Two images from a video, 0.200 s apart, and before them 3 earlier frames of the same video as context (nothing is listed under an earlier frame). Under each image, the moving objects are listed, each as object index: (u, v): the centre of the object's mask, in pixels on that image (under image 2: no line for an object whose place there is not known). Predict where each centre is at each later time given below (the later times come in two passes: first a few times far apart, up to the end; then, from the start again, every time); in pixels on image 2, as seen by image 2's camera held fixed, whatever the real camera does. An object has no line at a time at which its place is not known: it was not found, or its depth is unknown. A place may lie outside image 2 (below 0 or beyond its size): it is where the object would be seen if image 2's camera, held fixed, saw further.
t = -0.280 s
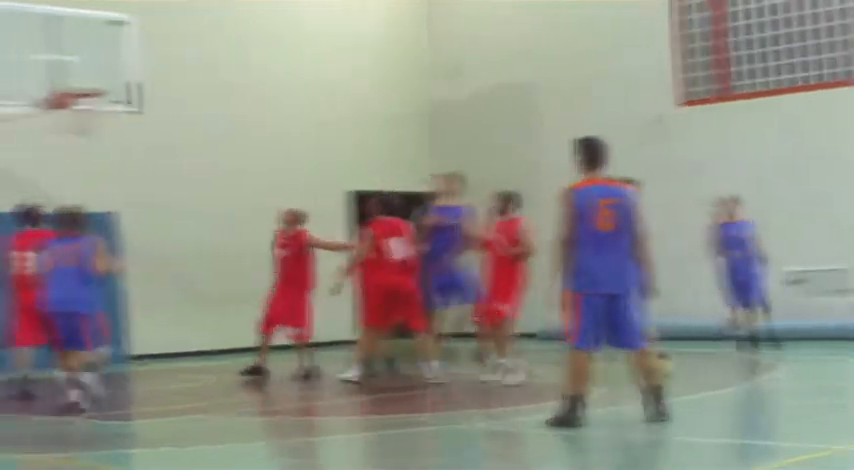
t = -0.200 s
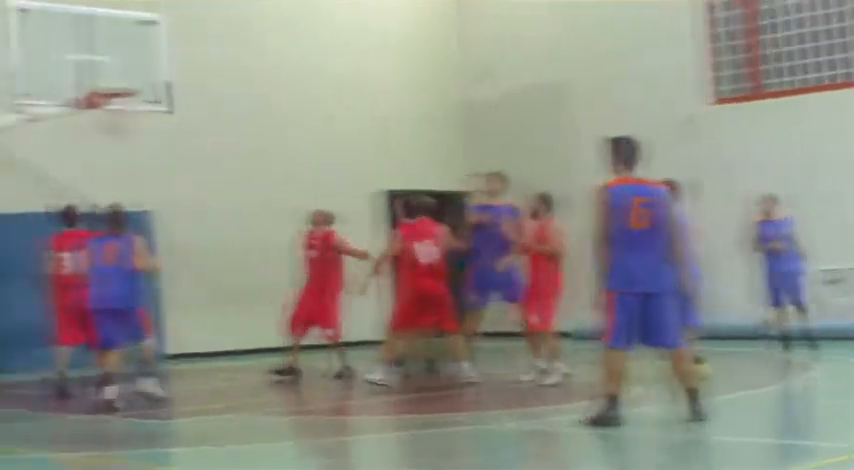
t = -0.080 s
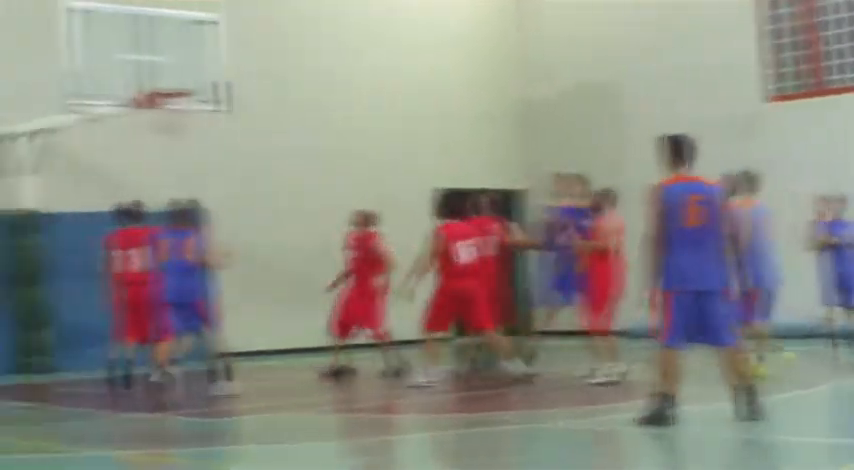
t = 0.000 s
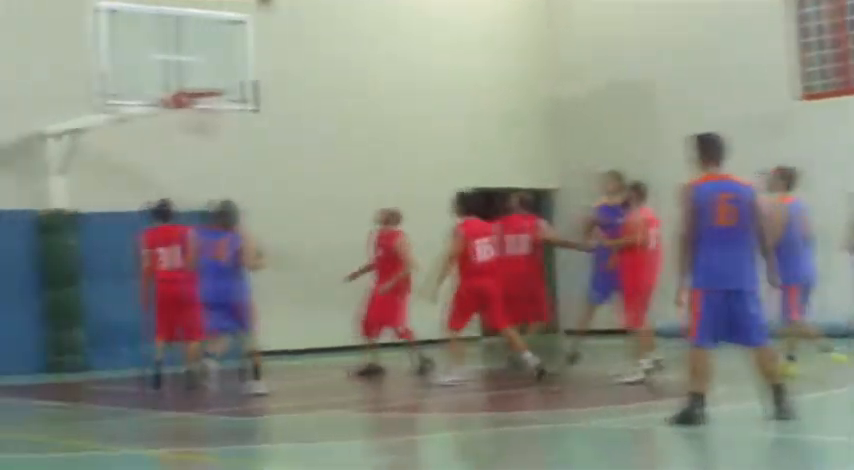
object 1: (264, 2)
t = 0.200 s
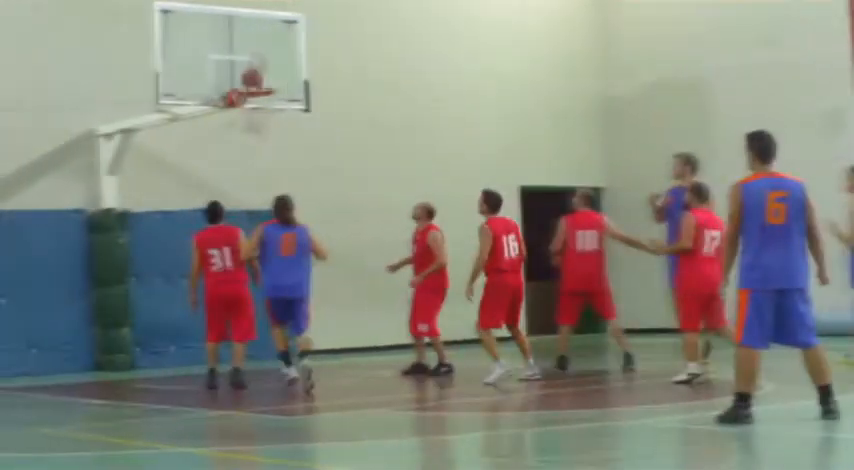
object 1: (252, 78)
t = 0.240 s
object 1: (248, 75)
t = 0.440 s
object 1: (234, 23)
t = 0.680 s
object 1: (216, 8)
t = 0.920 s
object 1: (197, 49)
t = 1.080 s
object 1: (184, 117)
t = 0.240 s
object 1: (248, 75)
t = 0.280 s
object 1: (245, 63)
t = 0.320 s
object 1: (242, 47)
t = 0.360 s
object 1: (239, 37)
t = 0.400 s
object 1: (237, 29)
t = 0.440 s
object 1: (234, 23)
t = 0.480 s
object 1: (232, 16)
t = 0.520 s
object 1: (228, 11)
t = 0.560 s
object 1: (226, 9)
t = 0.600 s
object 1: (222, 8)
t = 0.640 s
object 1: (220, 7)
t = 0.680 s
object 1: (216, 8)
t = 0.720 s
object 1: (213, 9)
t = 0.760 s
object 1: (210, 12)
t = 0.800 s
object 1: (207, 18)
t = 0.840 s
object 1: (204, 26)
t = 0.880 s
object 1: (201, 35)
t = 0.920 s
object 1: (197, 49)
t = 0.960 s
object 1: (193, 66)
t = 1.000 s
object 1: (191, 80)
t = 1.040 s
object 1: (187, 96)
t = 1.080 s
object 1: (184, 117)
